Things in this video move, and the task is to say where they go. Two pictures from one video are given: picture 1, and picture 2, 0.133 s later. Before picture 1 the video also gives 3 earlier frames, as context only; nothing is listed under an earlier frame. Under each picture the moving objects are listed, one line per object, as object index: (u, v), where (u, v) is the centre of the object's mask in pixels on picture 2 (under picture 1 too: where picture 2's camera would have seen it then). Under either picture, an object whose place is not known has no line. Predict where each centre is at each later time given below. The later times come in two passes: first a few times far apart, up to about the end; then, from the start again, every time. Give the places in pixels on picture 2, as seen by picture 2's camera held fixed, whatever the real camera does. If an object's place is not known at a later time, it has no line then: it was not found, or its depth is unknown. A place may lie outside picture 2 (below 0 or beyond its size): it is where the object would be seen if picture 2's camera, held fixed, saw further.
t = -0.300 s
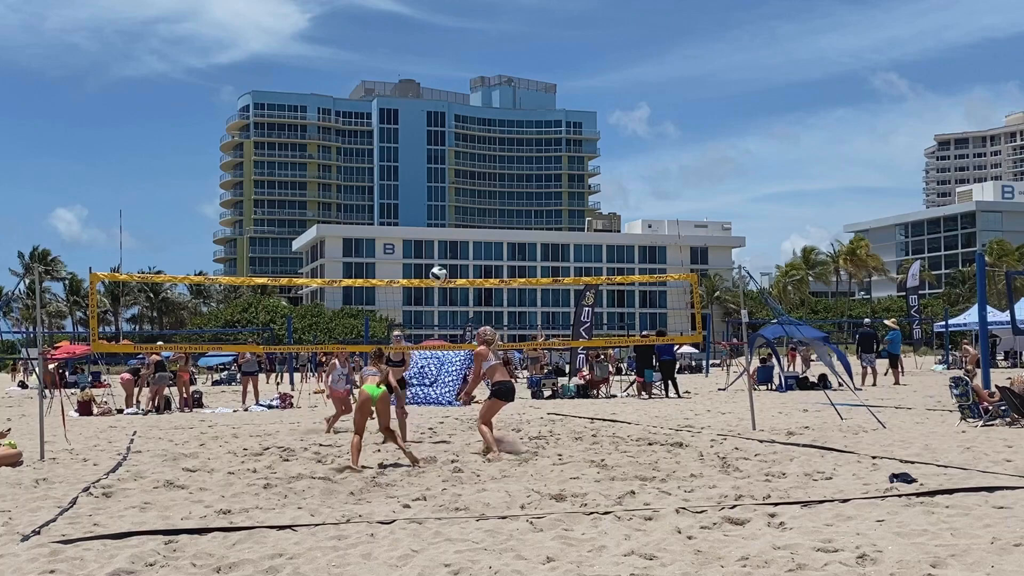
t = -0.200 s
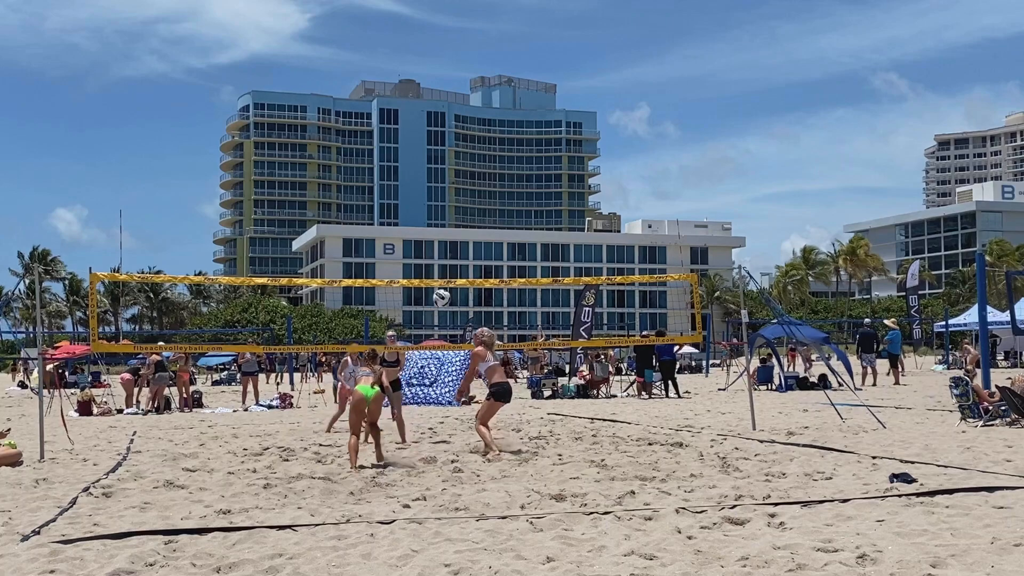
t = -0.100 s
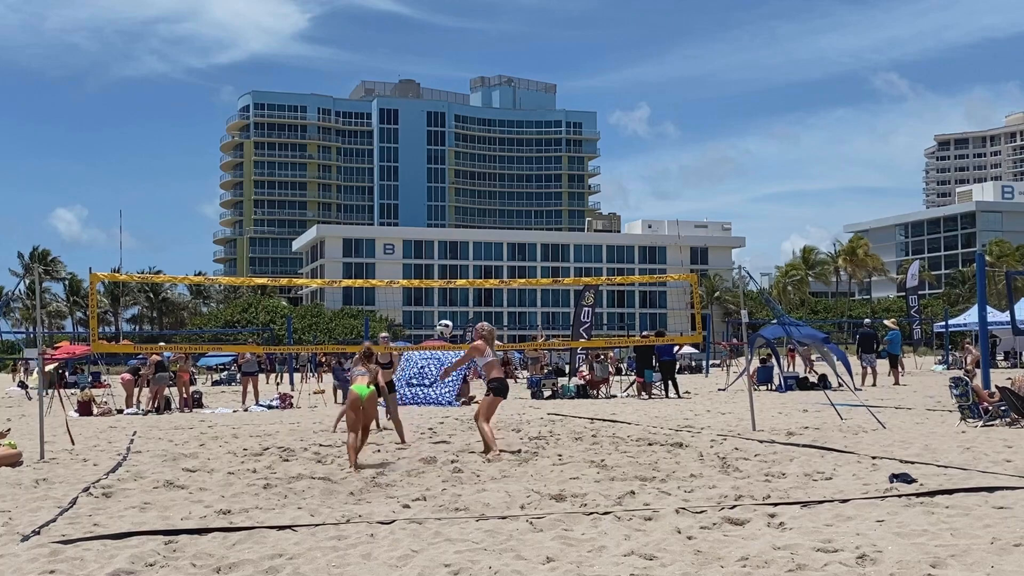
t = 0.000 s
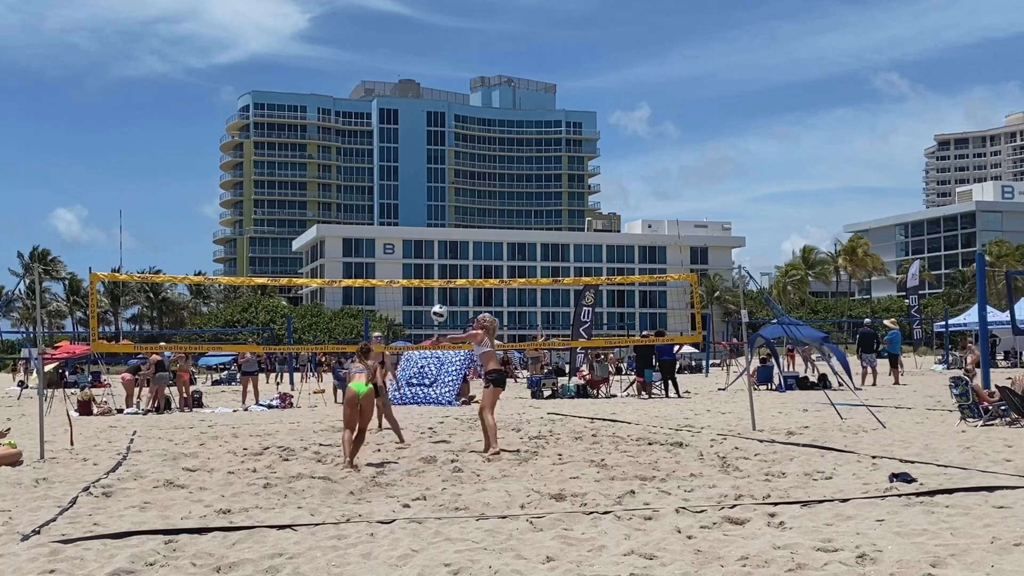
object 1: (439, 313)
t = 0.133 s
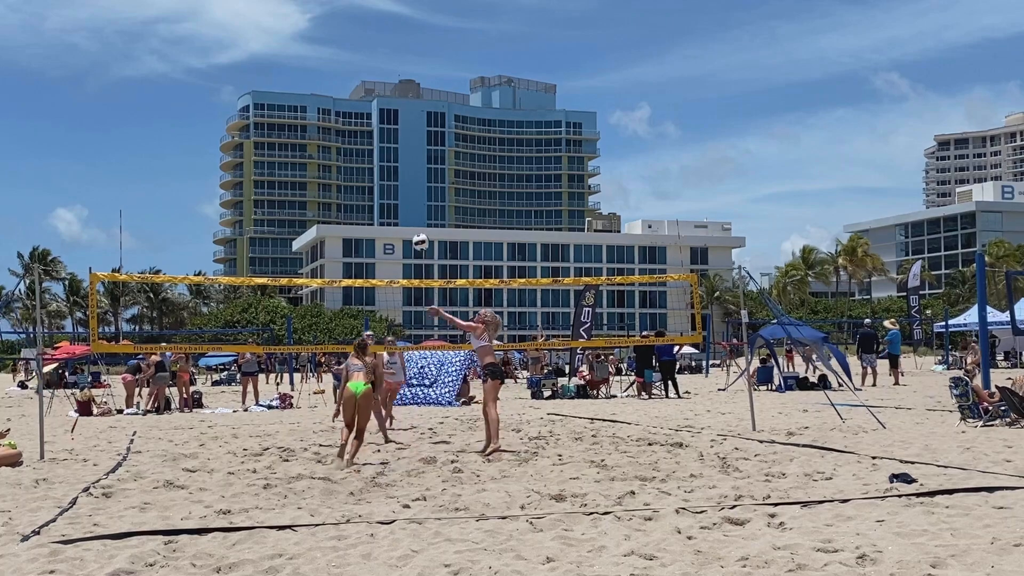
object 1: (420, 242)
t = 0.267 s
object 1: (403, 187)
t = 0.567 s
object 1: (371, 119)
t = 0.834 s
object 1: (350, 120)
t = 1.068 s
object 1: (336, 162)
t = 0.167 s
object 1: (416, 226)
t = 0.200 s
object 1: (412, 212)
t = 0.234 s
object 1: (407, 199)
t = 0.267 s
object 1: (403, 187)
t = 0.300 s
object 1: (399, 175)
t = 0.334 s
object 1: (395, 165)
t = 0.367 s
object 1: (391, 155)
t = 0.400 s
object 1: (388, 147)
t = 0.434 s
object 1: (384, 140)
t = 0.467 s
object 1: (381, 133)
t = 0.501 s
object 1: (377, 127)
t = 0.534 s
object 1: (374, 123)
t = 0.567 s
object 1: (371, 119)
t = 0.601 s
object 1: (368, 116)
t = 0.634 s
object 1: (365, 114)
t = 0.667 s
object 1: (362, 112)
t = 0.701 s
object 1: (359, 112)
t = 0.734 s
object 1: (357, 113)
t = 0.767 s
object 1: (355, 114)
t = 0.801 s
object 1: (353, 116)
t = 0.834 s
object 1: (350, 120)
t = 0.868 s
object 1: (348, 123)
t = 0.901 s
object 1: (346, 128)
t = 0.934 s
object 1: (344, 133)
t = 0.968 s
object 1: (342, 139)
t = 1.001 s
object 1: (340, 145)
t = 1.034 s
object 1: (339, 153)
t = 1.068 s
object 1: (336, 162)
